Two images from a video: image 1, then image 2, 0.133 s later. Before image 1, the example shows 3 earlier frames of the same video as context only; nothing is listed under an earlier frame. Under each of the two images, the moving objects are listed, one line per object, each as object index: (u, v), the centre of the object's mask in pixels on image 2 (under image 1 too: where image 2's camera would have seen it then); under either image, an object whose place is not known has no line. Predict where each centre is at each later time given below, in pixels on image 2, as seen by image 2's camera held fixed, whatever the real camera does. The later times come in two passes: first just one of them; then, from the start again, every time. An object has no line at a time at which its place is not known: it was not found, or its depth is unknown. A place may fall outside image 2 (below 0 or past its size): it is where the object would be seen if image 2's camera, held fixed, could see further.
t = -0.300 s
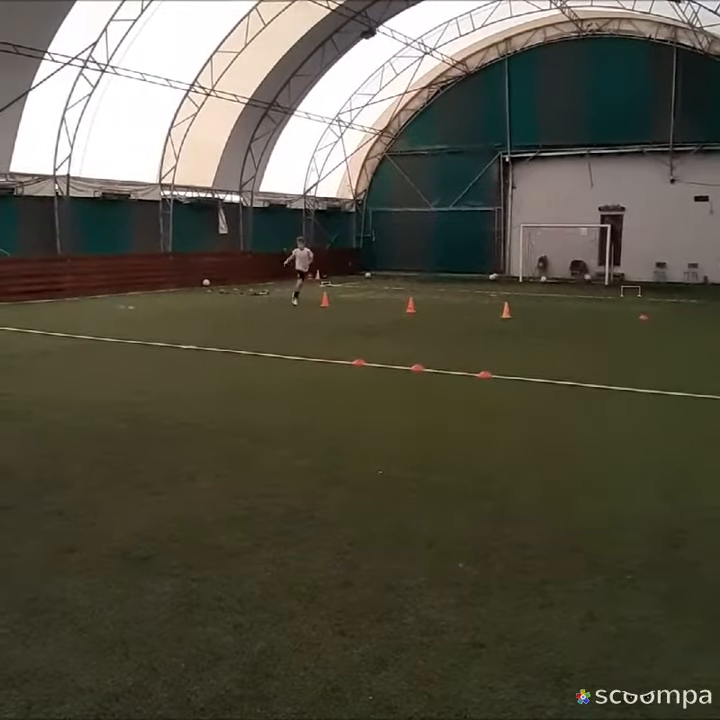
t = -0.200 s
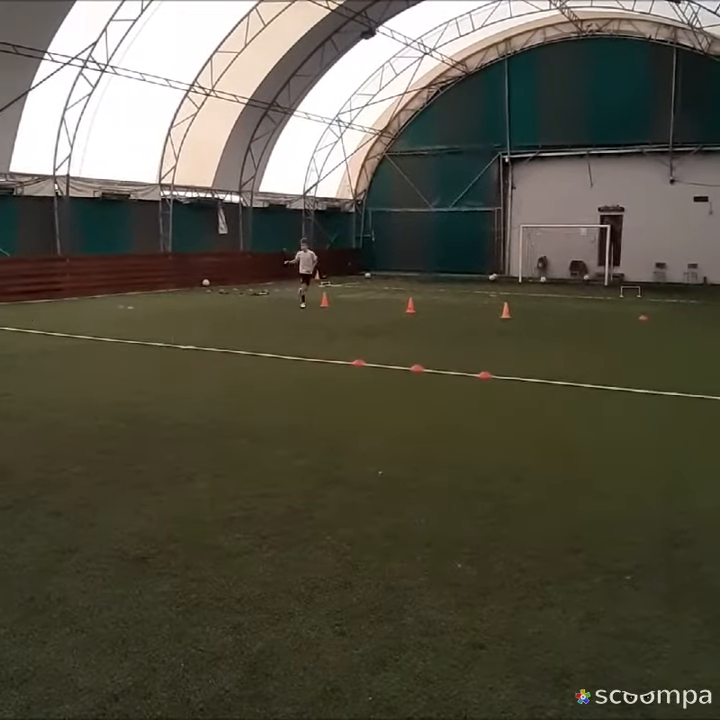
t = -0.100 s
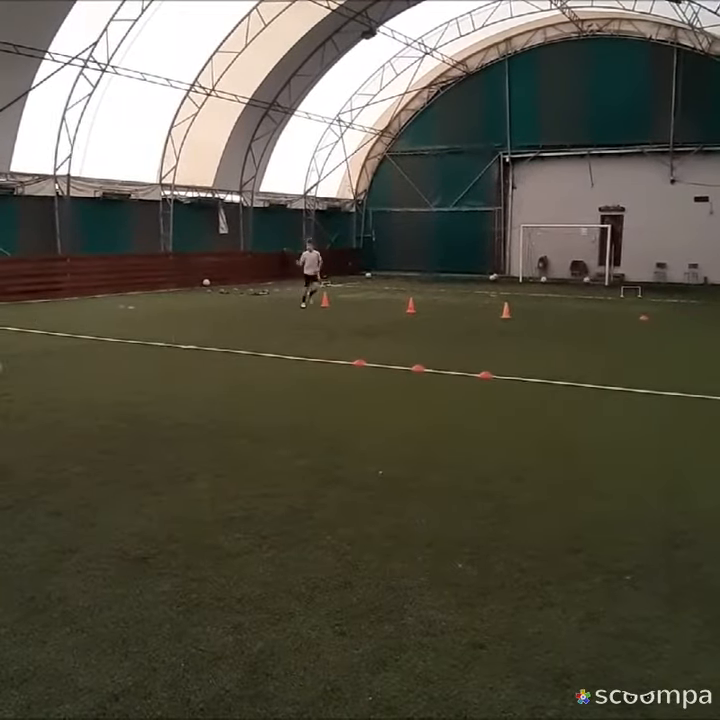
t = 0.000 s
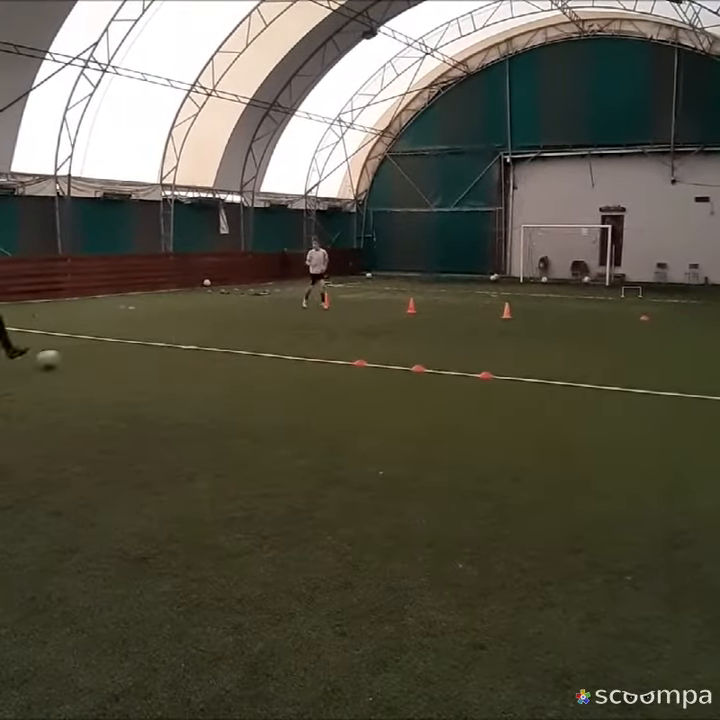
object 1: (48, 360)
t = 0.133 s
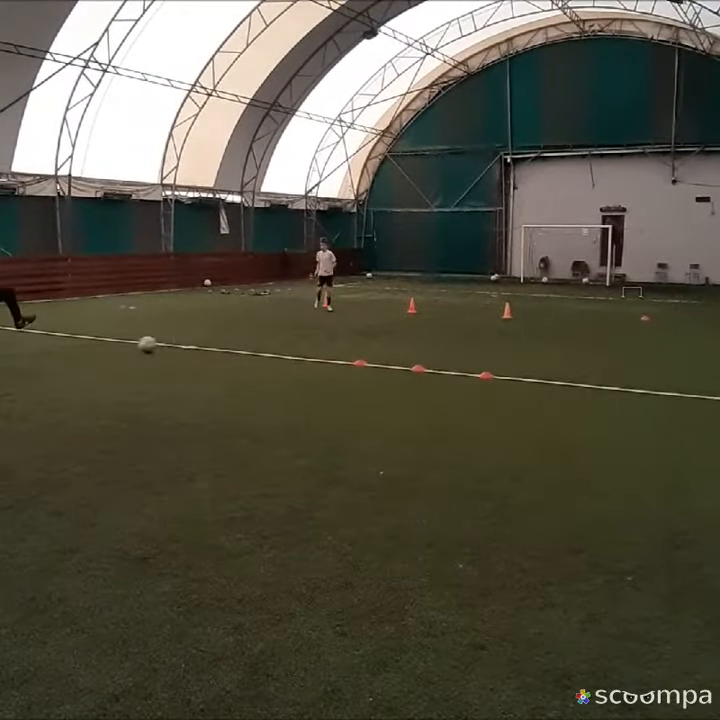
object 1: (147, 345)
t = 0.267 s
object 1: (217, 334)
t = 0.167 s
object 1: (166, 341)
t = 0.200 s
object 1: (183, 337)
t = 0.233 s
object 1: (201, 337)
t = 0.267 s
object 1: (217, 334)
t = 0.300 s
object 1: (231, 331)
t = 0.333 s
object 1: (244, 329)
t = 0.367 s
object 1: (269, 326)
